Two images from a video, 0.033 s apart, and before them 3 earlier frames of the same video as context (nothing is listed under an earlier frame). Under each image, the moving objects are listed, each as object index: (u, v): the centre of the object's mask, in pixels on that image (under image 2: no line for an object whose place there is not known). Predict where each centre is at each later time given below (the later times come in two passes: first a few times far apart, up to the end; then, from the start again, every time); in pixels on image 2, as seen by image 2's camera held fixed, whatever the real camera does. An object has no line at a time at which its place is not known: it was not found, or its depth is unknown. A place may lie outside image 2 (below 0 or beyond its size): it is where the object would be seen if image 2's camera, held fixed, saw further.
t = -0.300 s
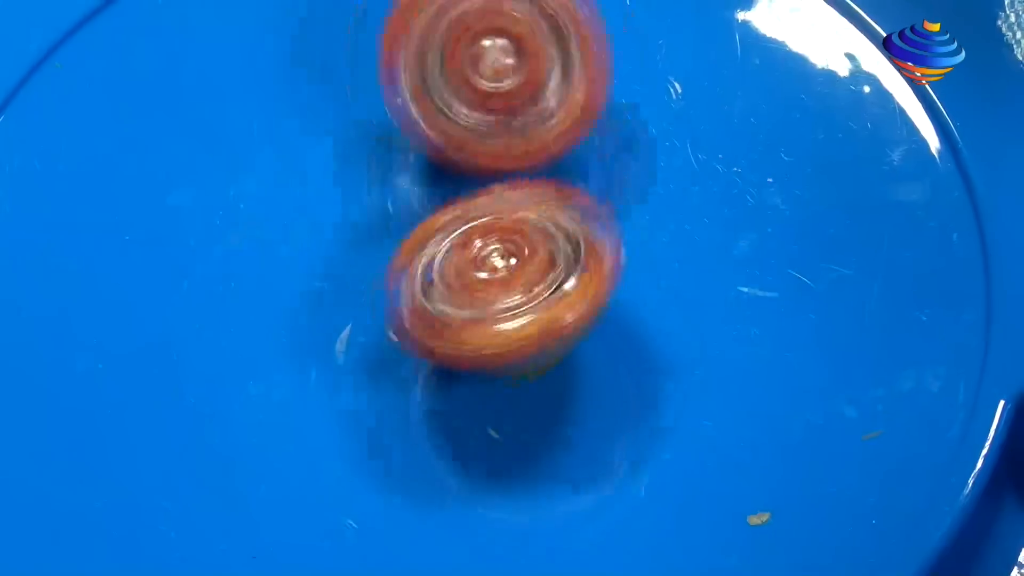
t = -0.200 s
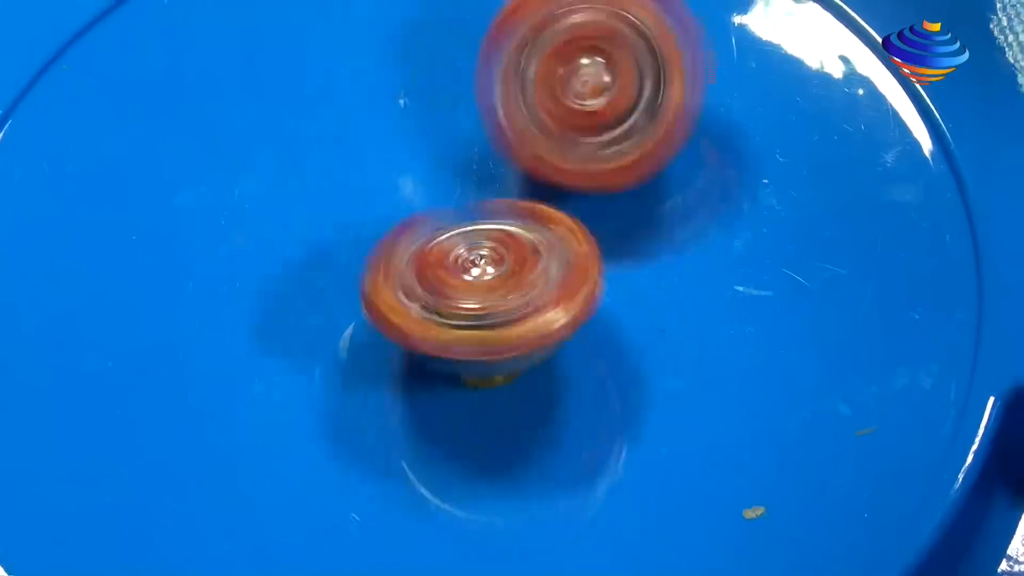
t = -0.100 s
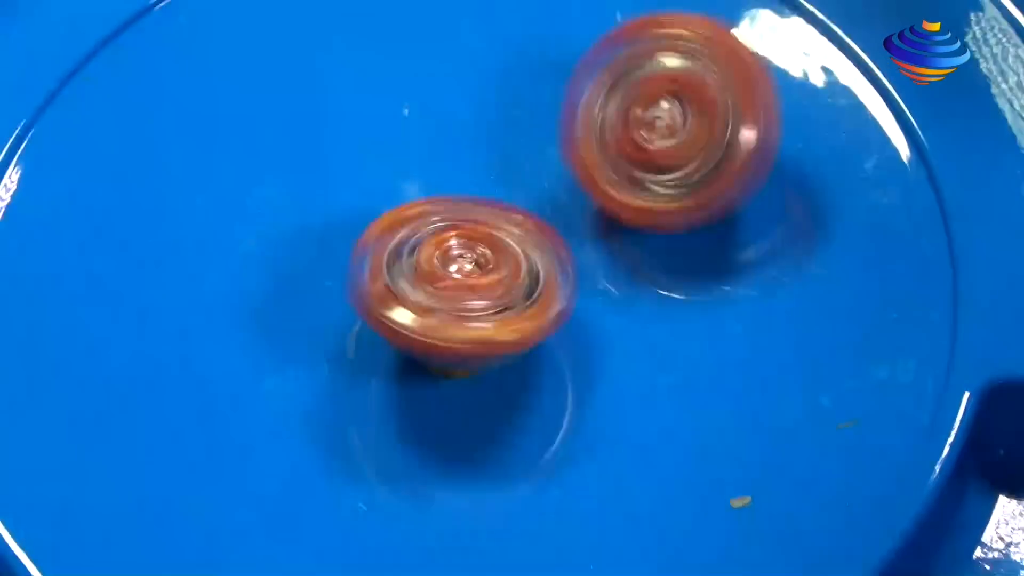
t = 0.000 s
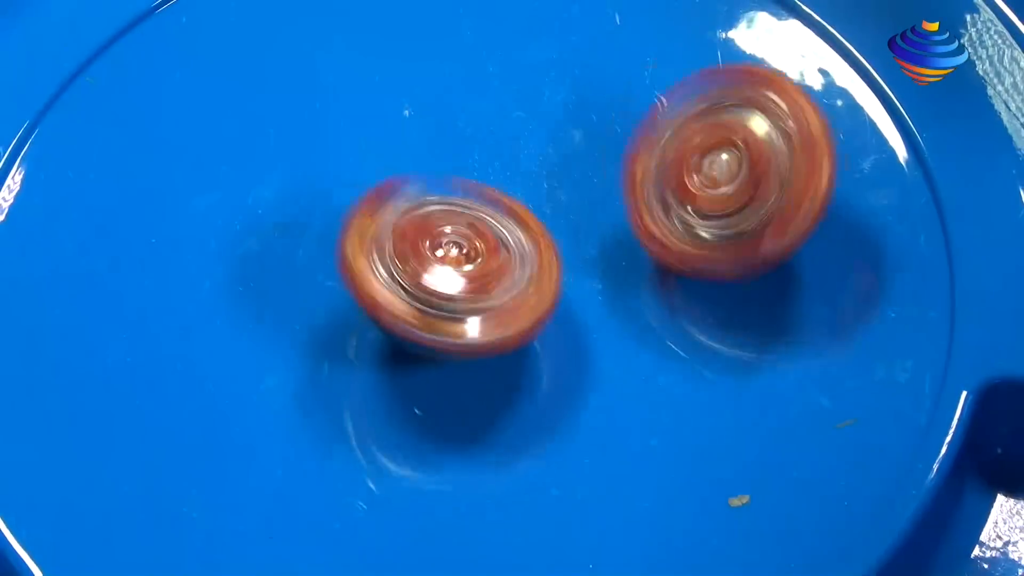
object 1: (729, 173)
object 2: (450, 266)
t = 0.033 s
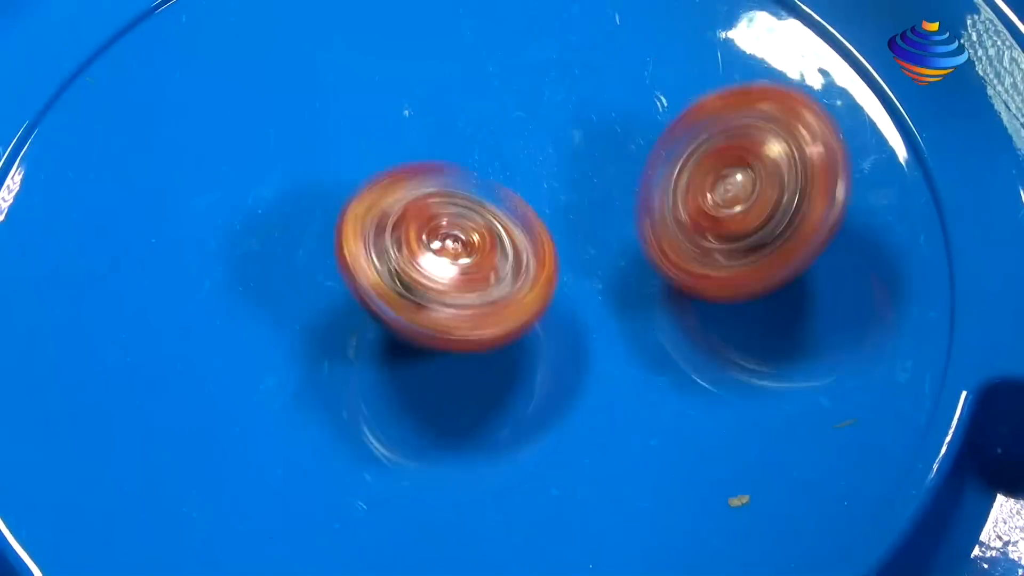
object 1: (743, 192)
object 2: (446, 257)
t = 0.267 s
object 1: (743, 345)
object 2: (468, 218)
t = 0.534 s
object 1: (529, 449)
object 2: (512, 233)
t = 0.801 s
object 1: (294, 349)
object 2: (490, 270)
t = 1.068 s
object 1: (269, 158)
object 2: (453, 247)
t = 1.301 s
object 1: (419, 65)
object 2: (475, 223)
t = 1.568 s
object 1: (636, 99)
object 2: (502, 245)
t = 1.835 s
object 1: (716, 271)
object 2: (473, 264)
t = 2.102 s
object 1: (563, 433)
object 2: (462, 237)
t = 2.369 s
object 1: (327, 399)
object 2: (491, 236)
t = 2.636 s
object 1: (263, 218)
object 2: (500, 254)
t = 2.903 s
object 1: (413, 89)
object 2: (505, 252)
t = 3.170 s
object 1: (630, 130)
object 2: (478, 261)
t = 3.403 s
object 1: (681, 287)
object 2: (439, 259)
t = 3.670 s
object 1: (507, 410)
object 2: (422, 237)
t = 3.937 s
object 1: (346, 311)
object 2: (520, 186)
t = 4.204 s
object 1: (416, 134)
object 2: (575, 266)
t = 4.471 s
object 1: (607, 131)
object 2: (455, 314)
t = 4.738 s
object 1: (648, 294)
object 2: (425, 218)
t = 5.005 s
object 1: (449, 410)
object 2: (529, 201)
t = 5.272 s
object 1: (299, 278)
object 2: (520, 285)
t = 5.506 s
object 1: (367, 121)
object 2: (441, 278)
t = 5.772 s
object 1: (594, 125)
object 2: (453, 245)
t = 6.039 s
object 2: (456, 250)
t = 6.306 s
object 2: (441, 218)
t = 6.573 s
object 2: (548, 199)
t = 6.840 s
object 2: (534, 301)
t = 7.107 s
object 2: (441, 260)
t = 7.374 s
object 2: (489, 186)
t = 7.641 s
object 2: (532, 235)
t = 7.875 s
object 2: (527, 229)
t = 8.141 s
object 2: (454, 296)
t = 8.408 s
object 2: (427, 276)
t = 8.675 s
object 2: (471, 268)
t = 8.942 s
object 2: (471, 236)
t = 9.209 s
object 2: (476, 240)
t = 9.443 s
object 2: (474, 238)
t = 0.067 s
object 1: (753, 214)
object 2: (446, 253)
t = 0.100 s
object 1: (762, 236)
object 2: (446, 244)
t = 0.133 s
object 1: (769, 257)
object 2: (447, 239)
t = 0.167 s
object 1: (767, 279)
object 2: (454, 232)
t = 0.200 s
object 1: (763, 304)
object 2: (456, 227)
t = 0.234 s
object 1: (756, 325)
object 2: (463, 224)
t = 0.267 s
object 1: (743, 345)
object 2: (468, 218)
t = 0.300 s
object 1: (728, 367)
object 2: (476, 218)
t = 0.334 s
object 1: (710, 385)
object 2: (484, 216)
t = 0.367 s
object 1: (688, 401)
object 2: (490, 216)
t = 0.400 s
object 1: (661, 416)
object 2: (500, 219)
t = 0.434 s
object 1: (630, 429)
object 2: (504, 220)
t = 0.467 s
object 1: (597, 439)
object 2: (509, 226)
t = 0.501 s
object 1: (563, 445)
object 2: (511, 227)
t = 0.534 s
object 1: (529, 449)
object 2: (512, 233)
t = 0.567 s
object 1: (494, 448)
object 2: (516, 238)
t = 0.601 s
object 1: (459, 444)
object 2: (515, 244)
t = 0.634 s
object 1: (425, 433)
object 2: (515, 248)
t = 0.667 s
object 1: (393, 423)
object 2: (511, 254)
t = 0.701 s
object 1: (364, 408)
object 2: (506, 260)
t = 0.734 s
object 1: (339, 390)
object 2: (501, 264)
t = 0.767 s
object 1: (314, 372)
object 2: (495, 268)
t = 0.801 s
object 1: (294, 349)
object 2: (490, 270)
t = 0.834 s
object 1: (277, 326)
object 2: (481, 272)
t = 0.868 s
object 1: (263, 301)
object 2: (476, 272)
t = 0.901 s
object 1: (254, 275)
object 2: (467, 268)
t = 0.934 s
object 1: (251, 251)
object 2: (463, 265)
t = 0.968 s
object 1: (249, 225)
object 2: (458, 259)
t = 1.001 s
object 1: (252, 202)
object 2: (454, 255)
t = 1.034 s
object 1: (259, 179)
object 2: (455, 250)
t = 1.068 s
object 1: (269, 158)
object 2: (453, 247)
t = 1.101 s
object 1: (284, 137)
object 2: (456, 242)
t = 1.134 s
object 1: (300, 118)
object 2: (456, 238)
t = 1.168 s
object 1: (318, 99)
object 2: (459, 234)
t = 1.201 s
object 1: (339, 85)
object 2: (460, 230)
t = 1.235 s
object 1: (363, 77)
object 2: (464, 227)
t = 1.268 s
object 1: (390, 70)
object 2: (469, 224)
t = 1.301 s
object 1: (419, 65)
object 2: (475, 223)
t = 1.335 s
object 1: (447, 61)
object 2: (481, 222)
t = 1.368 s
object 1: (477, 60)
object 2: (485, 222)
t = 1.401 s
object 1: (506, 61)
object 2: (494, 225)
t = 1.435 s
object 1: (535, 65)
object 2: (496, 227)
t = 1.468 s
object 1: (565, 71)
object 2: (501, 233)
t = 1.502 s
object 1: (591, 76)
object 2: (502, 236)
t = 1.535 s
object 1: (614, 86)
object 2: (501, 243)
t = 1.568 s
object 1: (636, 99)
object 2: (502, 245)
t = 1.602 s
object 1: (656, 115)
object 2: (499, 249)
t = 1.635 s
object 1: (675, 135)
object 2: (498, 252)
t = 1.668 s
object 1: (688, 152)
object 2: (496, 257)
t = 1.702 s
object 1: (698, 177)
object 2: (493, 261)
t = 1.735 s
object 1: (708, 198)
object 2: (488, 264)
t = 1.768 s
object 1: (713, 224)
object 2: (484, 265)
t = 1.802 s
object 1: (718, 248)
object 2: (478, 266)
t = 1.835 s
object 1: (716, 271)
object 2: (473, 264)
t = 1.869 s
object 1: (710, 298)
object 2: (469, 261)
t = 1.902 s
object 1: (701, 323)
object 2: (465, 258)
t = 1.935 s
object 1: (687, 348)
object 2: (462, 255)
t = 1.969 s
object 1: (670, 370)
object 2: (458, 252)
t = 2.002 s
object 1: (647, 389)
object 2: (460, 248)
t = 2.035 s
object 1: (621, 408)
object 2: (458, 244)
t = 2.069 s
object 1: (593, 422)
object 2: (462, 241)
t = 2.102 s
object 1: (563, 433)
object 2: (462, 237)
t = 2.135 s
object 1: (533, 443)
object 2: (467, 237)
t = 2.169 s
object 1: (501, 446)
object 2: (468, 233)
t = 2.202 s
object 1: (468, 451)
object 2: (473, 234)
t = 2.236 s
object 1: (436, 448)
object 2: (476, 232)
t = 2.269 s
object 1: (406, 441)
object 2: (481, 233)
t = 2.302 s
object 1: (379, 429)
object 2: (484, 232)
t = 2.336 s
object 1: (352, 415)
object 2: (487, 235)
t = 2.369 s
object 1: (327, 399)
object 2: (491, 236)
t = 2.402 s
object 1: (308, 380)
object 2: (491, 239)
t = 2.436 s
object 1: (291, 361)
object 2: (493, 241)
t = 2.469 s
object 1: (278, 337)
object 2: (493, 245)
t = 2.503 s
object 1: (270, 315)
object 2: (493, 247)
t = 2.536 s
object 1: (266, 292)
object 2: (490, 249)
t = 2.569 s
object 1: (264, 267)
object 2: (493, 252)
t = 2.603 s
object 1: (261, 243)
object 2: (496, 253)
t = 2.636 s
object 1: (263, 218)
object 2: (500, 254)
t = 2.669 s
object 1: (273, 196)
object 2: (499, 254)
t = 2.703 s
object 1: (285, 174)
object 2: (504, 252)
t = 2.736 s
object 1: (299, 153)
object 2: (503, 251)
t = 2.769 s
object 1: (317, 135)
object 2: (506, 251)
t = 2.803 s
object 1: (340, 119)
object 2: (505, 250)
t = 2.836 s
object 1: (362, 104)
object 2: (505, 251)
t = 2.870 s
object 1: (388, 96)
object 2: (505, 250)
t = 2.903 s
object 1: (413, 89)
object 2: (505, 252)
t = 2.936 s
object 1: (440, 84)
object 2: (506, 250)
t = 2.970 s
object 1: (471, 81)
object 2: (505, 251)
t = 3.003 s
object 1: (499, 80)
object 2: (504, 251)
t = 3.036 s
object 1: (528, 83)
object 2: (500, 254)
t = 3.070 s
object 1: (556, 88)
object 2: (500, 254)
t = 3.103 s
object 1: (584, 99)
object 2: (492, 257)
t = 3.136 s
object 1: (609, 111)
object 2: (487, 259)
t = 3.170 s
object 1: (630, 130)
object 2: (478, 261)
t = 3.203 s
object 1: (646, 149)
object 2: (475, 259)
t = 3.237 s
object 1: (660, 170)
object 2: (475, 260)
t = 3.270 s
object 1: (666, 192)
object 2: (476, 256)
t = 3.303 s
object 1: (680, 213)
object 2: (465, 259)
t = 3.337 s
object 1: (687, 240)
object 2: (457, 258)
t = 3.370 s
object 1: (686, 261)
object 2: (446, 259)
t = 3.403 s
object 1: (681, 287)
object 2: (439, 259)
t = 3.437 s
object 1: (671, 310)
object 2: (430, 259)
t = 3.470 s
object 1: (657, 330)
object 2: (425, 257)
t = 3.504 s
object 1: (638, 349)
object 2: (421, 254)
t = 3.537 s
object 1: (617, 368)
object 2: (419, 250)
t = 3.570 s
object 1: (592, 382)
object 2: (416, 249)
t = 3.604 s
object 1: (566, 394)
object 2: (418, 245)
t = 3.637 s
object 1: (536, 404)
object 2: (420, 244)
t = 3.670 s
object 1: (507, 410)
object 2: (422, 237)
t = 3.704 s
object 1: (475, 415)
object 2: (432, 230)
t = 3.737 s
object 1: (444, 414)
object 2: (443, 214)
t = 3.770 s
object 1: (417, 412)
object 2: (454, 202)
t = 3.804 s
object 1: (394, 394)
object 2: (465, 193)
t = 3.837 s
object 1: (376, 376)
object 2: (480, 188)
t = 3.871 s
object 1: (361, 358)
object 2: (492, 186)
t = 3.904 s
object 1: (352, 335)
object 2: (506, 183)
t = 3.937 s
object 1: (346, 311)
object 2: (520, 186)
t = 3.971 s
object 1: (343, 286)
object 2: (530, 189)
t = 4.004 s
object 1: (346, 261)
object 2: (542, 196)
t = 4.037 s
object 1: (349, 240)
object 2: (555, 204)
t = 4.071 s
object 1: (353, 212)
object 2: (567, 217)
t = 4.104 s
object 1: (363, 190)
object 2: (575, 227)
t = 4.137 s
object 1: (377, 169)
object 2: (581, 240)
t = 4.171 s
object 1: (395, 149)
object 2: (578, 252)
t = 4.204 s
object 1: (416, 134)
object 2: (575, 266)
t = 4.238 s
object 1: (439, 121)
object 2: (566, 282)
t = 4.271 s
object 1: (463, 110)
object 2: (557, 294)
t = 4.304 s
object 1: (489, 108)
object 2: (543, 309)
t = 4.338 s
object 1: (514, 104)
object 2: (528, 317)
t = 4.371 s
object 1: (538, 107)
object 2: (512, 322)
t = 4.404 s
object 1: (562, 112)
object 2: (493, 324)
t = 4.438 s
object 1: (586, 120)
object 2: (477, 320)
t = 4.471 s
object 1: (607, 131)
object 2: (455, 314)
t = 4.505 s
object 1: (625, 148)
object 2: (442, 307)
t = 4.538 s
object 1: (639, 162)
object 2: (429, 297)
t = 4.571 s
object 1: (651, 181)
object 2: (419, 284)
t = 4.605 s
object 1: (658, 203)
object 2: (416, 271)
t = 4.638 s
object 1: (661, 222)
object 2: (413, 254)
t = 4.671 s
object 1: (662, 245)
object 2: (414, 240)
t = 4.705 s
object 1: (657, 271)
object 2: (416, 229)
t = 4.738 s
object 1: (648, 294)
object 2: (425, 218)
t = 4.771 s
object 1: (636, 318)
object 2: (433, 208)
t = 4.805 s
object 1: (618, 339)
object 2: (445, 199)
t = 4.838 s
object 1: (594, 362)
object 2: (459, 194)
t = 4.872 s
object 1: (570, 379)
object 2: (474, 189)
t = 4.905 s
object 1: (543, 391)
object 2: (491, 188)
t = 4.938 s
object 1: (513, 403)
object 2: (502, 189)
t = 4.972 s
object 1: (479, 408)
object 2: (520, 191)
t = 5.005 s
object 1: (449, 410)
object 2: (529, 201)
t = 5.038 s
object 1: (419, 408)
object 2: (538, 207)
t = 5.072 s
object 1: (390, 397)
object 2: (547, 219)
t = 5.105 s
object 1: (364, 383)
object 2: (549, 228)
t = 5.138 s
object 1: (344, 367)
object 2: (551, 236)
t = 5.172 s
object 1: (328, 346)
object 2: (546, 250)
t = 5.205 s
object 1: (312, 328)
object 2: (539, 263)
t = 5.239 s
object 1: (302, 302)
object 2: (530, 274)
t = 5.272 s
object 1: (299, 278)
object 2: (520, 285)
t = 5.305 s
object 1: (298, 253)
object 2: (510, 291)
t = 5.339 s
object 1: (303, 228)
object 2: (497, 293)
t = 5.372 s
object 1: (308, 203)
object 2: (480, 292)
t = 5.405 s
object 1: (317, 180)
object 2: (463, 289)
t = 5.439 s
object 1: (329, 155)
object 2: (452, 291)
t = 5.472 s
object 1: (346, 137)
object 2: (450, 288)
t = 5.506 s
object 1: (367, 121)
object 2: (441, 278)
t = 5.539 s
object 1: (393, 107)
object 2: (439, 272)
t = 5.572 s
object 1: (419, 101)
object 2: (438, 268)
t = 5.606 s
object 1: (452, 96)
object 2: (440, 264)
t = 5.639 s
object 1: (479, 93)
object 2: (447, 257)
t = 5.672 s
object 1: (512, 96)
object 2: (449, 250)
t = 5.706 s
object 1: (539, 99)
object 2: (453, 246)
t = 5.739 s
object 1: (569, 113)
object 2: (451, 246)
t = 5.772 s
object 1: (594, 125)
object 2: (453, 245)
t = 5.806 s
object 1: (614, 142)
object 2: (458, 245)
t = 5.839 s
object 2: (455, 245)
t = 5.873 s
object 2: (457, 244)
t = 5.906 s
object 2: (458, 250)
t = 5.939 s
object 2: (457, 250)
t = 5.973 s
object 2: (461, 250)
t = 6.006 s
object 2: (456, 251)
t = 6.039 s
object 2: (456, 250)
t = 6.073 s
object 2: (454, 249)
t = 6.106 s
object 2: (448, 241)
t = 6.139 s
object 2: (441, 235)
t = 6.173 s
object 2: (437, 235)
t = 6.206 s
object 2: (436, 231)
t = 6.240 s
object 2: (437, 226)
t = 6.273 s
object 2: (435, 221)
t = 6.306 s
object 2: (441, 218)
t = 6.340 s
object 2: (458, 208)
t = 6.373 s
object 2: (469, 203)
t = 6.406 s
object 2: (481, 194)
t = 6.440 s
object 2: (497, 191)
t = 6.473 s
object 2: (509, 188)
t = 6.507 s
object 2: (522, 188)
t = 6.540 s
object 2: (534, 193)
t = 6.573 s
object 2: (548, 199)
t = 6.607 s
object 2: (556, 205)
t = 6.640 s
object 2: (561, 218)
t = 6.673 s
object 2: (566, 233)
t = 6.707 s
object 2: (569, 247)
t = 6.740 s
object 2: (565, 263)
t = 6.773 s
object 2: (559, 278)
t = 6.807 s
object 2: (552, 290)
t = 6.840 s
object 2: (534, 301)
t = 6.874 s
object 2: (518, 309)
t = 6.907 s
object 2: (505, 310)
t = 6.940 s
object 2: (484, 307)
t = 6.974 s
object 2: (469, 304)
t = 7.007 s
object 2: (460, 295)
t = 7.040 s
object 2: (446, 282)
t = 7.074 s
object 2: (441, 275)
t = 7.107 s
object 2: (441, 260)
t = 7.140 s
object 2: (437, 248)
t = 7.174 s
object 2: (442, 238)
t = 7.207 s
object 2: (450, 228)
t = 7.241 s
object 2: (454, 220)
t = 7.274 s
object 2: (462, 209)
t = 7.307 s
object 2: (474, 194)
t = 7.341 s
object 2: (481, 190)
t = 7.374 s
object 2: (489, 186)
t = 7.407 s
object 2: (498, 185)
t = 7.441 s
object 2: (501, 192)
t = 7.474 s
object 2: (504, 198)
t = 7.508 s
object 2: (506, 201)
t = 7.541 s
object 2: (505, 211)
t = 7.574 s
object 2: (518, 216)
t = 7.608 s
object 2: (523, 225)
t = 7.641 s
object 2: (532, 235)
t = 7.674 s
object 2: (531, 235)
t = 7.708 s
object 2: (532, 238)
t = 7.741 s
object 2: (531, 234)
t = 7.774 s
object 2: (534, 236)
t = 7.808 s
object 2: (536, 231)
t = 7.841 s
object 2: (533, 234)
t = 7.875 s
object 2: (527, 229)
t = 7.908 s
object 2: (522, 231)
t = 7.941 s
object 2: (516, 227)
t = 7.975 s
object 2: (511, 231)
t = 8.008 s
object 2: (505, 238)
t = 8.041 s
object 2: (484, 257)
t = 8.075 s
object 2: (476, 269)
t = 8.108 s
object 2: (462, 277)
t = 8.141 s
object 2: (454, 296)
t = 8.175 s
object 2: (441, 303)
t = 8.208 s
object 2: (431, 309)
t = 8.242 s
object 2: (422, 302)
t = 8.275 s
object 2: (421, 304)
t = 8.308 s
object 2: (419, 296)
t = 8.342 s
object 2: (425, 290)
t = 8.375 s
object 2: (422, 282)
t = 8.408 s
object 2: (427, 276)
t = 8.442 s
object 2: (429, 273)
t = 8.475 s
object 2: (436, 274)
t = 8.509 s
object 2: (440, 270)
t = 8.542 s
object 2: (451, 265)
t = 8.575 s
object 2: (458, 264)
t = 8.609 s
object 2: (464, 269)
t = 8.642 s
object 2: (465, 271)
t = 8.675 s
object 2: (471, 268)
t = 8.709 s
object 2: (469, 259)
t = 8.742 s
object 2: (476, 259)
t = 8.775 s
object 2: (471, 246)
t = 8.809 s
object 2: (471, 235)
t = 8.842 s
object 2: (472, 238)
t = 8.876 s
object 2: (475, 237)
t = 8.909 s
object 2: (476, 241)
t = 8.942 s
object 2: (471, 236)
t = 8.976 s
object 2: (471, 234)
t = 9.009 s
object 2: (466, 234)
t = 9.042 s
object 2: (468, 233)
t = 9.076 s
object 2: (468, 234)
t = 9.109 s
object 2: (475, 234)
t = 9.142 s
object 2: (475, 238)
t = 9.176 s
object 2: (472, 236)
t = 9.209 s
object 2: (476, 240)
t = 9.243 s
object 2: (477, 240)
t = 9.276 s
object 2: (487, 237)
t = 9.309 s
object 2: (483, 241)
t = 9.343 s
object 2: (476, 242)
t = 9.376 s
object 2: (471, 249)
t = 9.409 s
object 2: (463, 249)
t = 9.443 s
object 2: (474, 238)
